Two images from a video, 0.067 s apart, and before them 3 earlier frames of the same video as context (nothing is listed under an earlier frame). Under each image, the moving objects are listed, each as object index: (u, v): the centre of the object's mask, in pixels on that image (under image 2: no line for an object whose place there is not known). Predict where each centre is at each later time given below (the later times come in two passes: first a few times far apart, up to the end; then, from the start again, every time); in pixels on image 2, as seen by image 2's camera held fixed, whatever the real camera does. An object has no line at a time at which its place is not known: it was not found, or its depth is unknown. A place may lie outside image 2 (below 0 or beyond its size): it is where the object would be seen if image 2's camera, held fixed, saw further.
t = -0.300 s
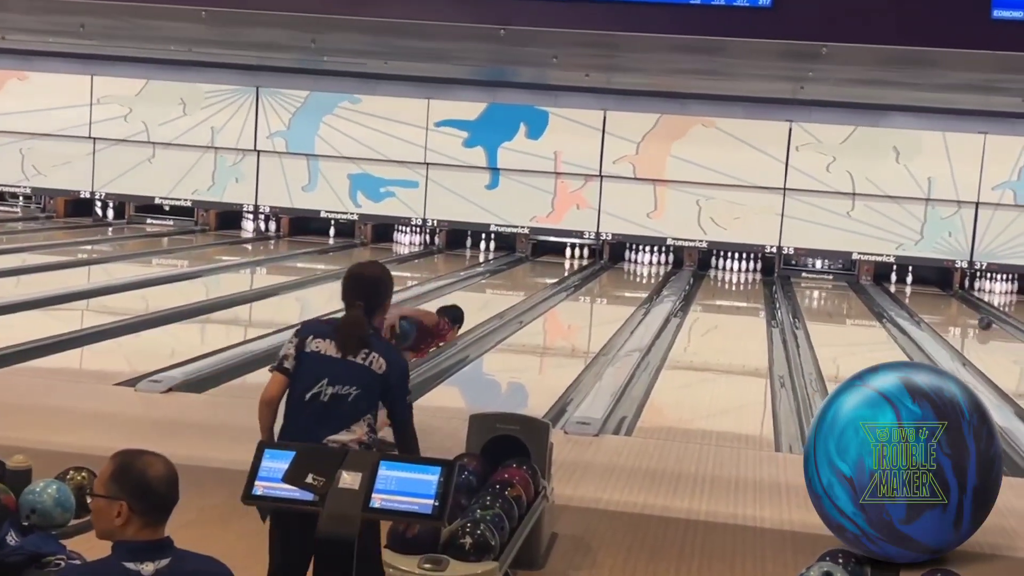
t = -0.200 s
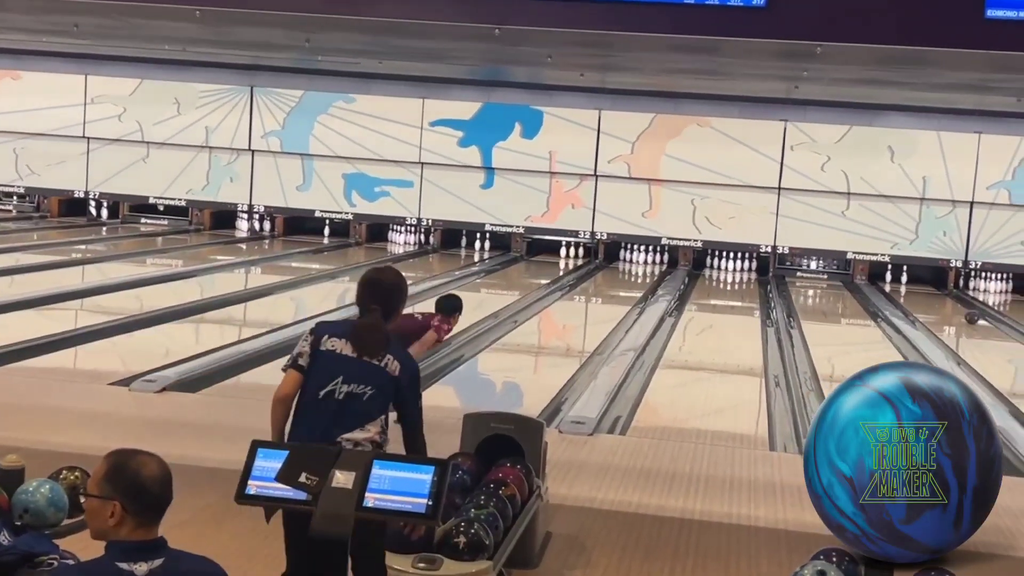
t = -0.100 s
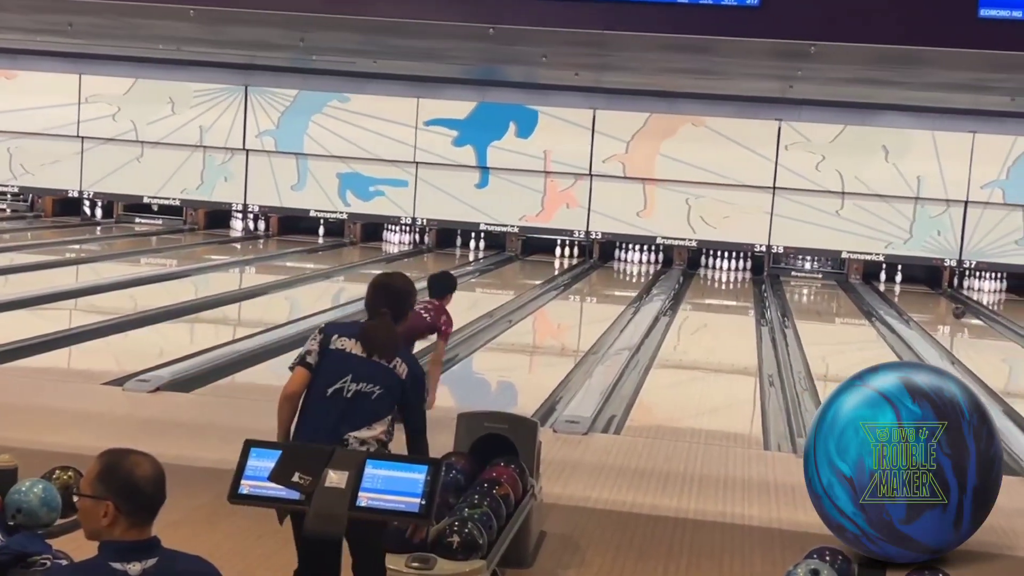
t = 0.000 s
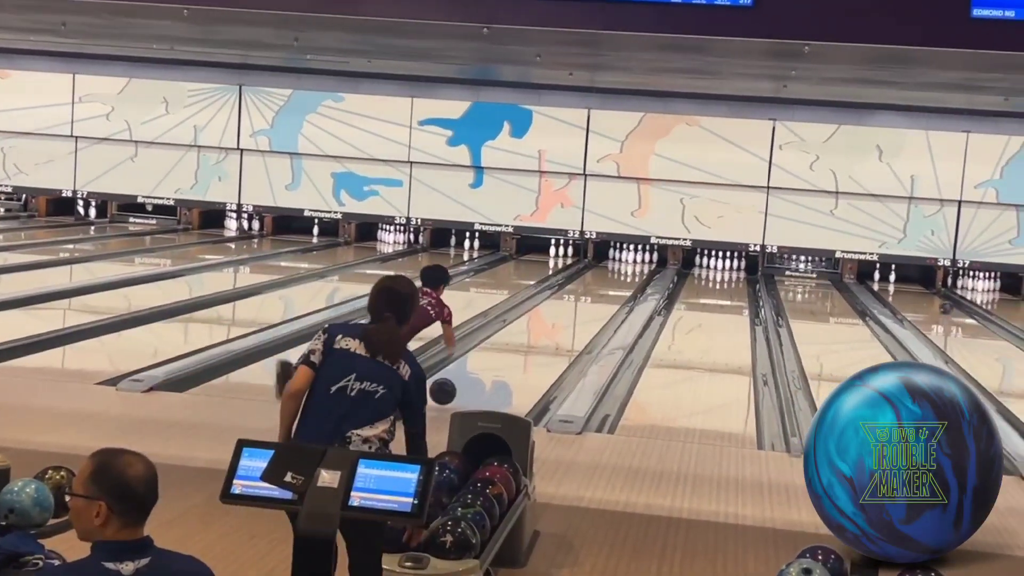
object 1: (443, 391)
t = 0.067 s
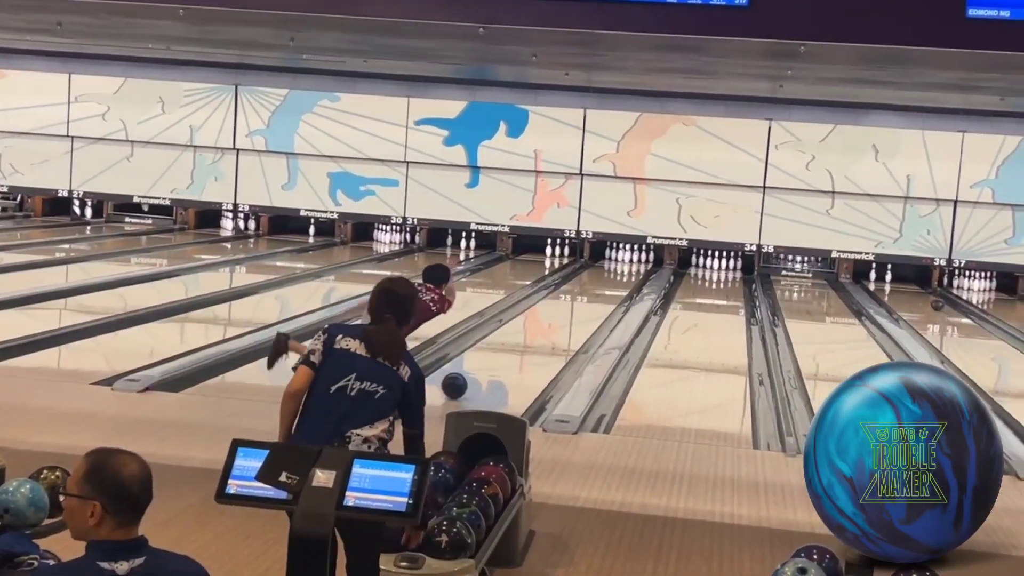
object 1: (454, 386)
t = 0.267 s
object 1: (493, 360)
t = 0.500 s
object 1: (526, 337)
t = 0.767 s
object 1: (555, 318)
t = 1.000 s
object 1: (573, 306)
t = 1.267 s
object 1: (590, 294)
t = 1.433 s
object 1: (598, 287)
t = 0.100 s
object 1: (462, 381)
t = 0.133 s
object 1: (469, 376)
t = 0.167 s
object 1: (475, 372)
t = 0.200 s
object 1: (481, 368)
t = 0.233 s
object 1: (487, 364)
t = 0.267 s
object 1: (493, 360)
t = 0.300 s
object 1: (498, 356)
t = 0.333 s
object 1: (504, 353)
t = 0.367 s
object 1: (509, 349)
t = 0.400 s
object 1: (513, 346)
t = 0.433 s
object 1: (518, 343)
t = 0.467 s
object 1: (522, 340)
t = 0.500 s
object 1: (526, 337)
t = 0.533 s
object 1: (530, 334)
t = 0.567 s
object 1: (534, 331)
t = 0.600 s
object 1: (538, 328)
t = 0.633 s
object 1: (542, 326)
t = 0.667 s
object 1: (545, 324)
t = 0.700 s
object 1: (549, 322)
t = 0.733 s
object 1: (552, 320)
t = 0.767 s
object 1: (555, 318)
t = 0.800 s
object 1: (558, 316)
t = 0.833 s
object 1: (561, 314)
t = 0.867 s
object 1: (563, 313)
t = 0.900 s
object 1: (566, 311)
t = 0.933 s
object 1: (568, 309)
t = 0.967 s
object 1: (571, 308)
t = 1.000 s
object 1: (573, 306)
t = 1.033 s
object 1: (576, 305)
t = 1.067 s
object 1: (578, 303)
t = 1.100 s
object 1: (581, 301)
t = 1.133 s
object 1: (582, 299)
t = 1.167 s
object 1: (585, 298)
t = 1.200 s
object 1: (586, 296)
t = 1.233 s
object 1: (588, 295)
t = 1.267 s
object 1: (590, 294)
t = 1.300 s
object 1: (592, 292)
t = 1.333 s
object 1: (594, 291)
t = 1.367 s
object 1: (595, 289)
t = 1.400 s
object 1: (597, 288)
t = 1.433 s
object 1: (598, 287)
